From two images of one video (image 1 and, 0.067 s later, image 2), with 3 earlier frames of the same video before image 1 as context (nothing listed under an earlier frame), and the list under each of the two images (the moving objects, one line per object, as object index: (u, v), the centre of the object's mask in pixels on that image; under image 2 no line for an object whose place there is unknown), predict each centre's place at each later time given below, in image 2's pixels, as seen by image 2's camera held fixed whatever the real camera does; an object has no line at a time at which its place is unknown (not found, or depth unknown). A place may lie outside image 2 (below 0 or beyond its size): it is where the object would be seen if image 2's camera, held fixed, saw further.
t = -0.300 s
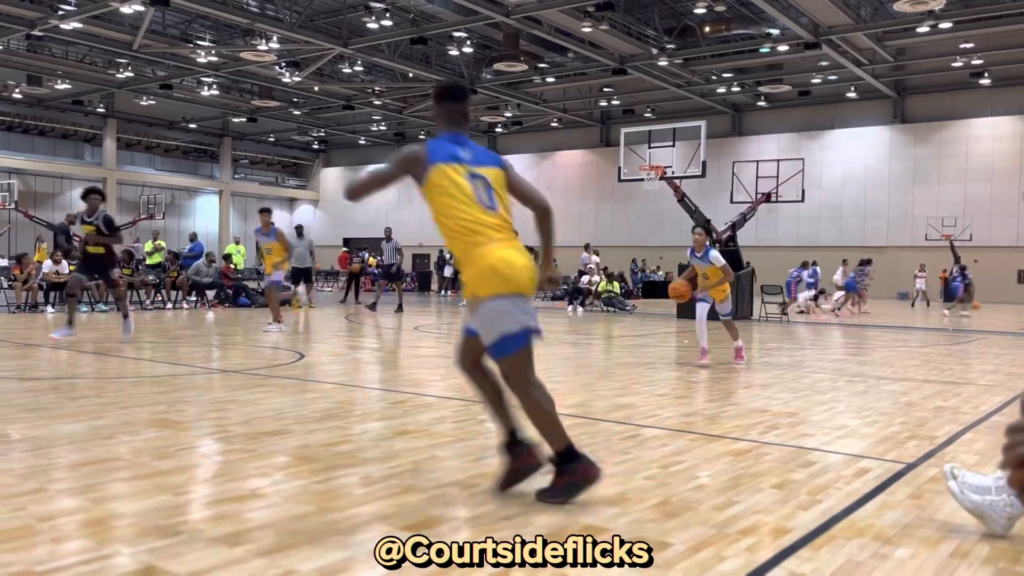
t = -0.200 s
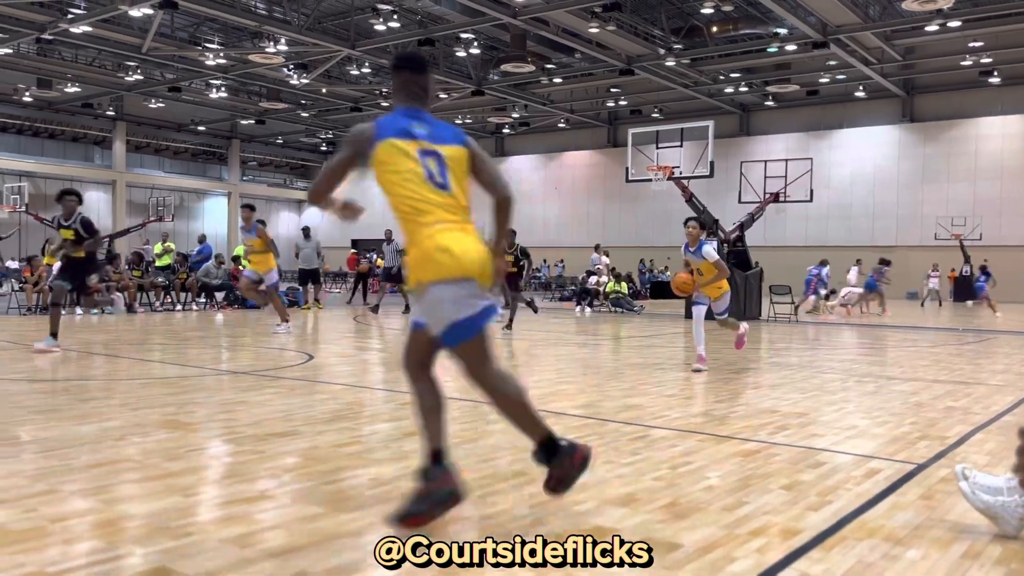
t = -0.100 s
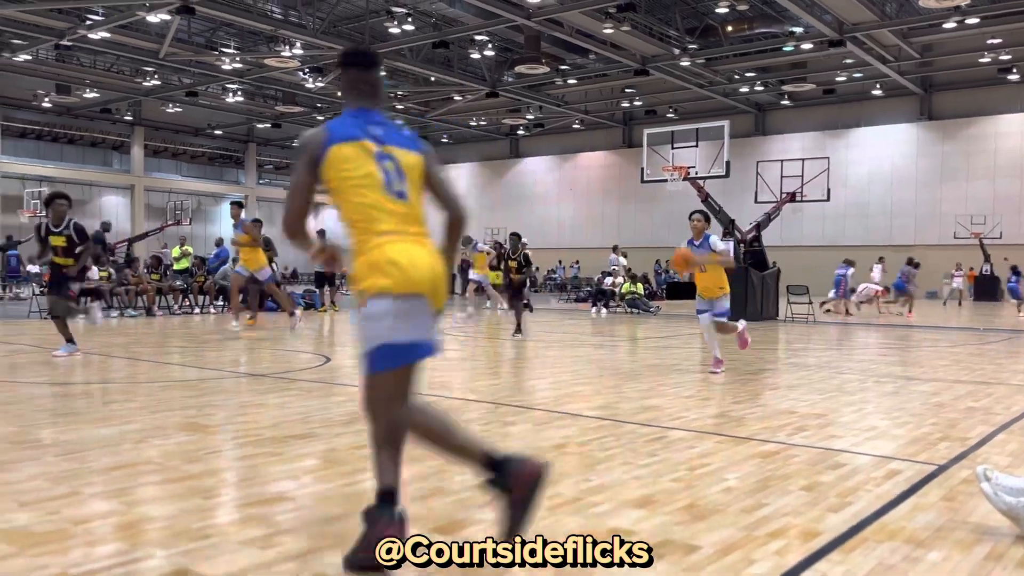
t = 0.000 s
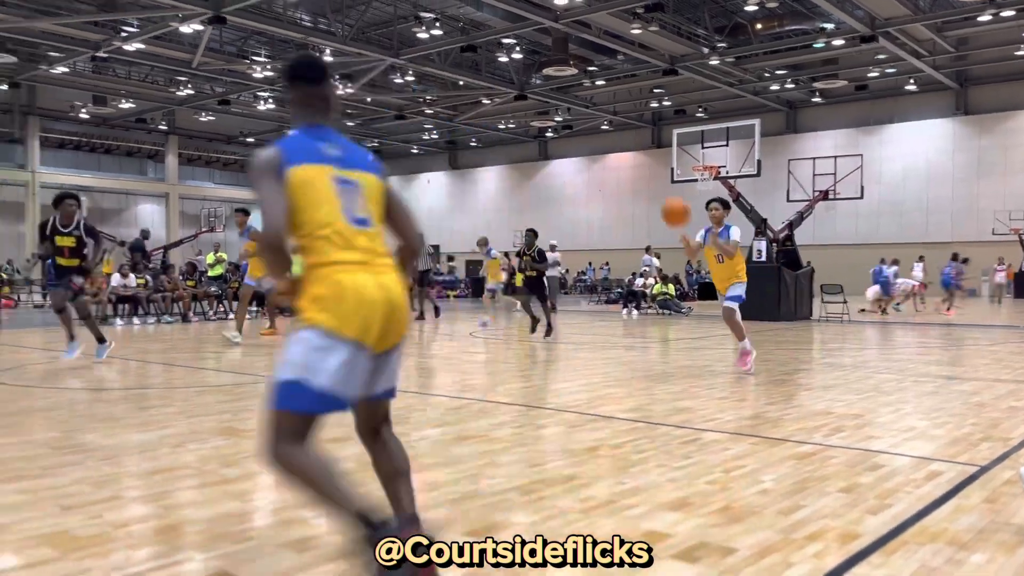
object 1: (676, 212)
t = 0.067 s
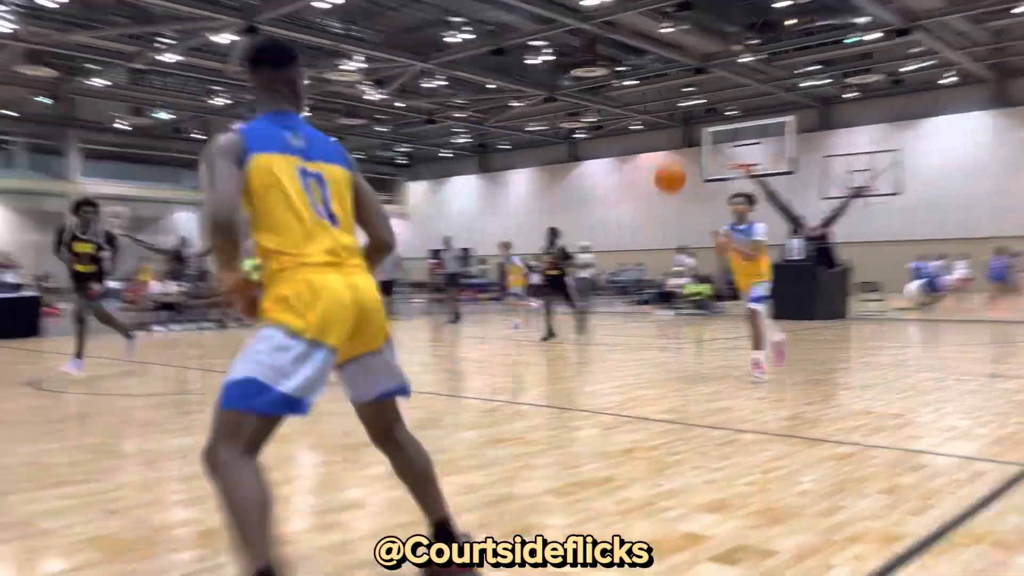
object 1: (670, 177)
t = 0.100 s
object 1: (651, 159)
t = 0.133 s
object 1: (630, 141)
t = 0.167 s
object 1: (606, 125)
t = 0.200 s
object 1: (577, 108)
